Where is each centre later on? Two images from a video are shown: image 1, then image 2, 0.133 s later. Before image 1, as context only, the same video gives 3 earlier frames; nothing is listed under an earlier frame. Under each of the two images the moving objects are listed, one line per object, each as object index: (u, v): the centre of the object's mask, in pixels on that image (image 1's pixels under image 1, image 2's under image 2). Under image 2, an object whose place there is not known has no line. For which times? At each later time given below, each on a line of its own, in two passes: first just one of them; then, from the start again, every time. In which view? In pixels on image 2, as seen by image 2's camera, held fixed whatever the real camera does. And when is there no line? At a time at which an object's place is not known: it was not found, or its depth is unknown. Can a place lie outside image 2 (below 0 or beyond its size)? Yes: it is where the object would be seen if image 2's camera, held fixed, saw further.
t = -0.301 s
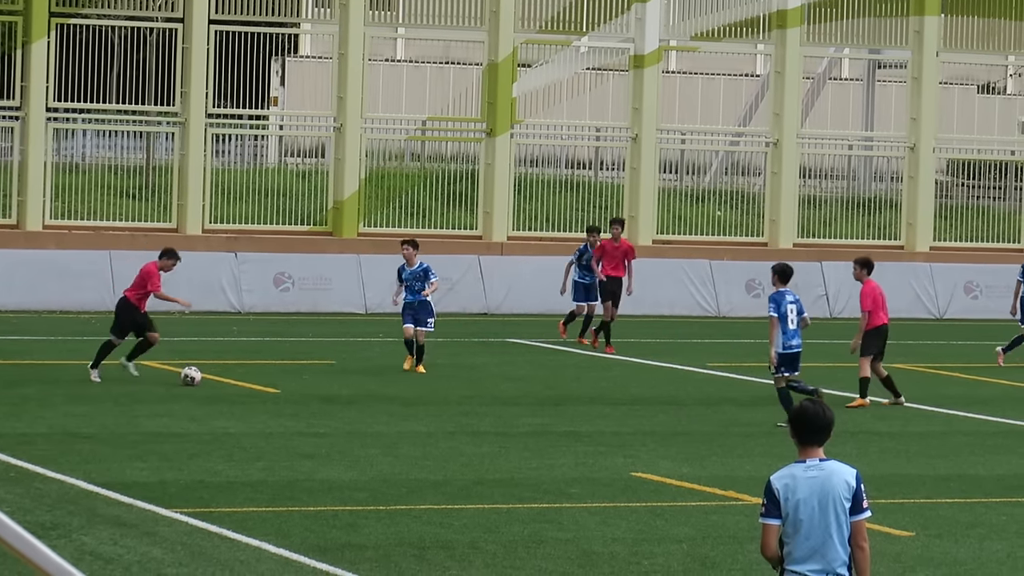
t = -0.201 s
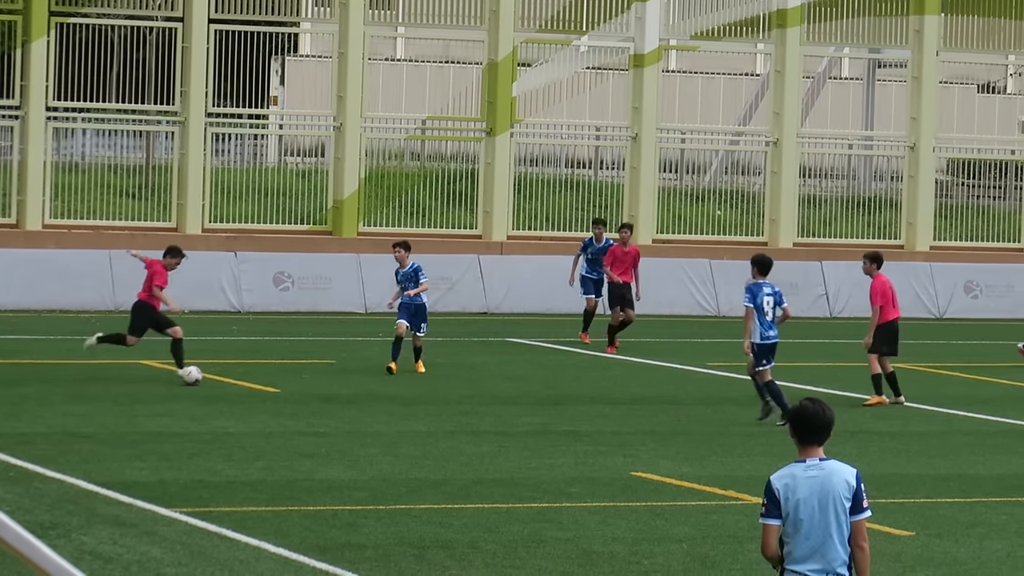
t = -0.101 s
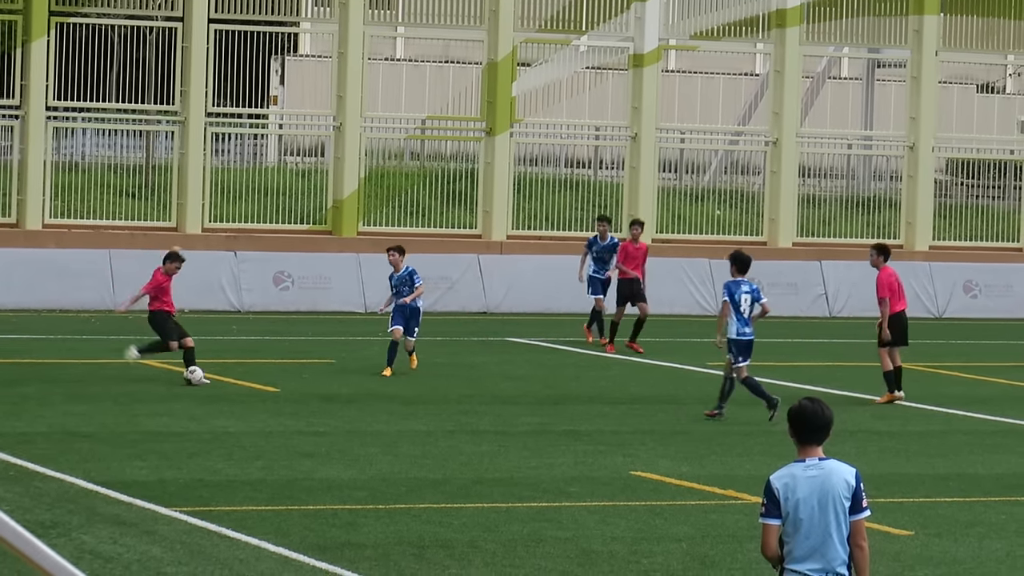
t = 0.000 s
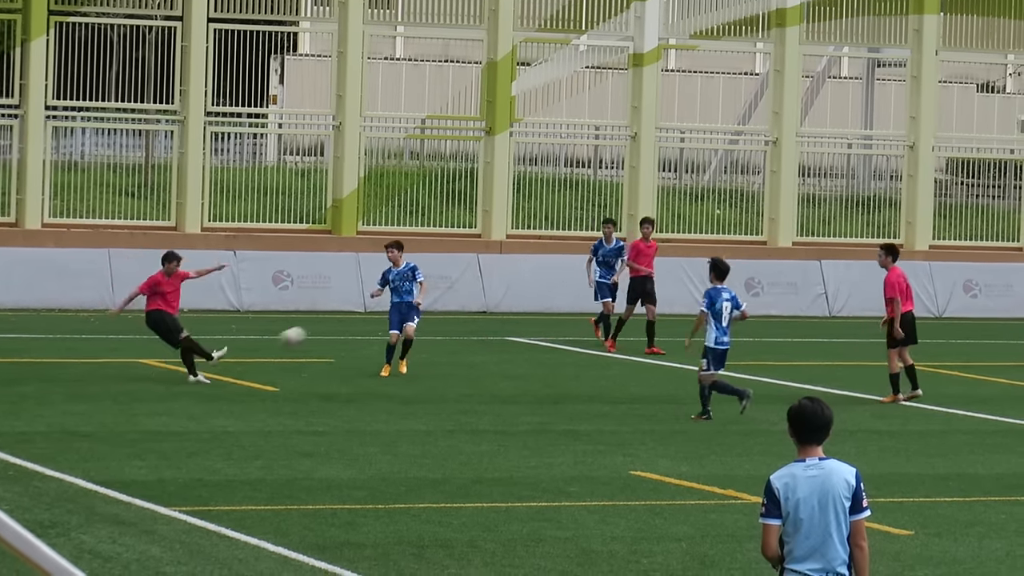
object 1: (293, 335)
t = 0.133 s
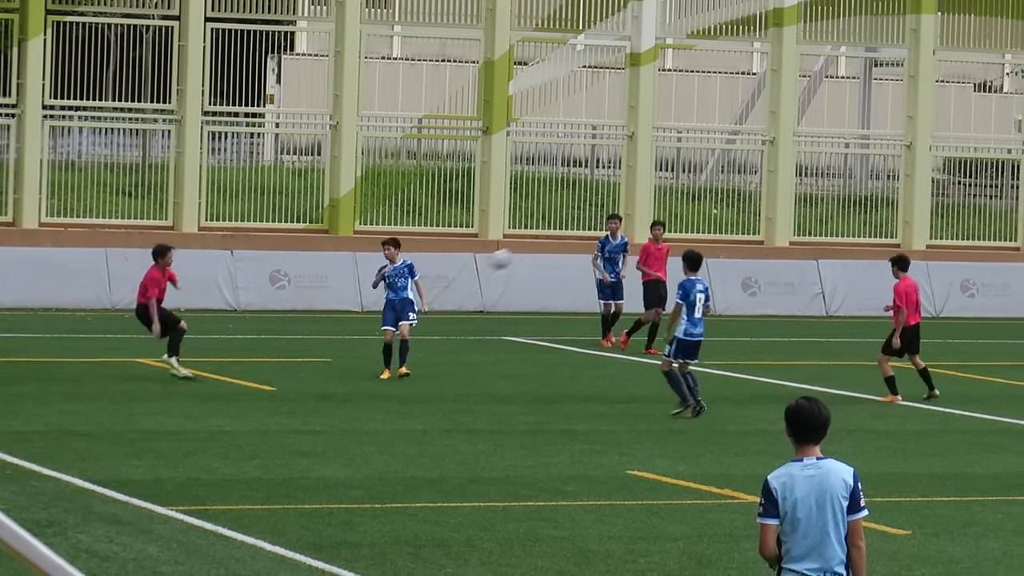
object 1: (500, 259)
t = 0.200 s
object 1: (599, 225)
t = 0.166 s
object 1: (550, 242)
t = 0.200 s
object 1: (599, 225)
